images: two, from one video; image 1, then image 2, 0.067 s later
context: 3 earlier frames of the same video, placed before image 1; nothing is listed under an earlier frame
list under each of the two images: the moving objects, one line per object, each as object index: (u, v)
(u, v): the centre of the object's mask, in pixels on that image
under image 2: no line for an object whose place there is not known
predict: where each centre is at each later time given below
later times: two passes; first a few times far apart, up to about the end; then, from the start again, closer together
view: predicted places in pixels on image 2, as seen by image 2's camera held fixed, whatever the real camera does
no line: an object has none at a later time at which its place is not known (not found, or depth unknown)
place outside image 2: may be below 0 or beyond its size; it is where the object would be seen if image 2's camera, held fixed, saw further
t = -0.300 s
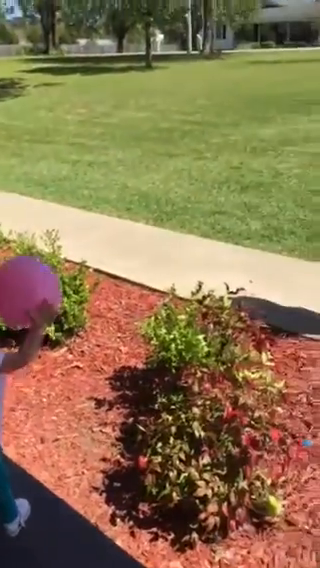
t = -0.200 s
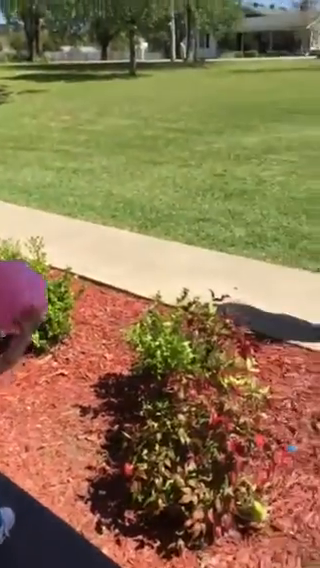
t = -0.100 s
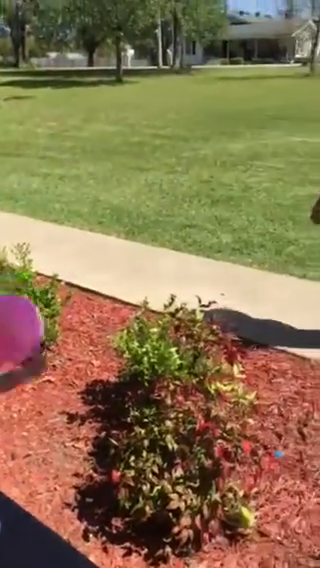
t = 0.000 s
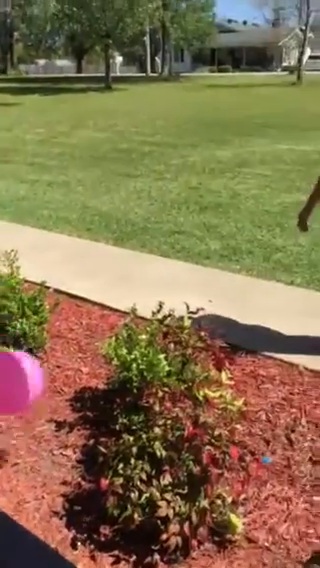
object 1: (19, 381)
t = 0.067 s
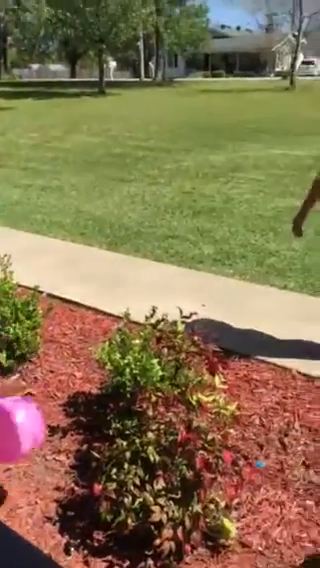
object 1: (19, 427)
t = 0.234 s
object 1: (29, 456)
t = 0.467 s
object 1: (28, 373)
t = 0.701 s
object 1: (34, 403)
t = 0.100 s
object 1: (23, 452)
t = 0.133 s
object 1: (28, 476)
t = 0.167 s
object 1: (30, 494)
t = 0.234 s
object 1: (29, 456)
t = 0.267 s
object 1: (29, 438)
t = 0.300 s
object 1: (29, 425)
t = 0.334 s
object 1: (28, 415)
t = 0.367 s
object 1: (28, 402)
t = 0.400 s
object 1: (29, 389)
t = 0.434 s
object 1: (29, 379)
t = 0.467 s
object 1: (28, 373)
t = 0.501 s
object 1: (28, 370)
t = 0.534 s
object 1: (27, 370)
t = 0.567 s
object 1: (26, 372)
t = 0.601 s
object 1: (26, 378)
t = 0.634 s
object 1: (27, 384)
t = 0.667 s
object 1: (30, 393)
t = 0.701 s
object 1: (34, 403)
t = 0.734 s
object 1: (37, 416)
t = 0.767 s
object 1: (40, 430)
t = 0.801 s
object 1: (45, 445)
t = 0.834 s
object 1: (44, 445)
